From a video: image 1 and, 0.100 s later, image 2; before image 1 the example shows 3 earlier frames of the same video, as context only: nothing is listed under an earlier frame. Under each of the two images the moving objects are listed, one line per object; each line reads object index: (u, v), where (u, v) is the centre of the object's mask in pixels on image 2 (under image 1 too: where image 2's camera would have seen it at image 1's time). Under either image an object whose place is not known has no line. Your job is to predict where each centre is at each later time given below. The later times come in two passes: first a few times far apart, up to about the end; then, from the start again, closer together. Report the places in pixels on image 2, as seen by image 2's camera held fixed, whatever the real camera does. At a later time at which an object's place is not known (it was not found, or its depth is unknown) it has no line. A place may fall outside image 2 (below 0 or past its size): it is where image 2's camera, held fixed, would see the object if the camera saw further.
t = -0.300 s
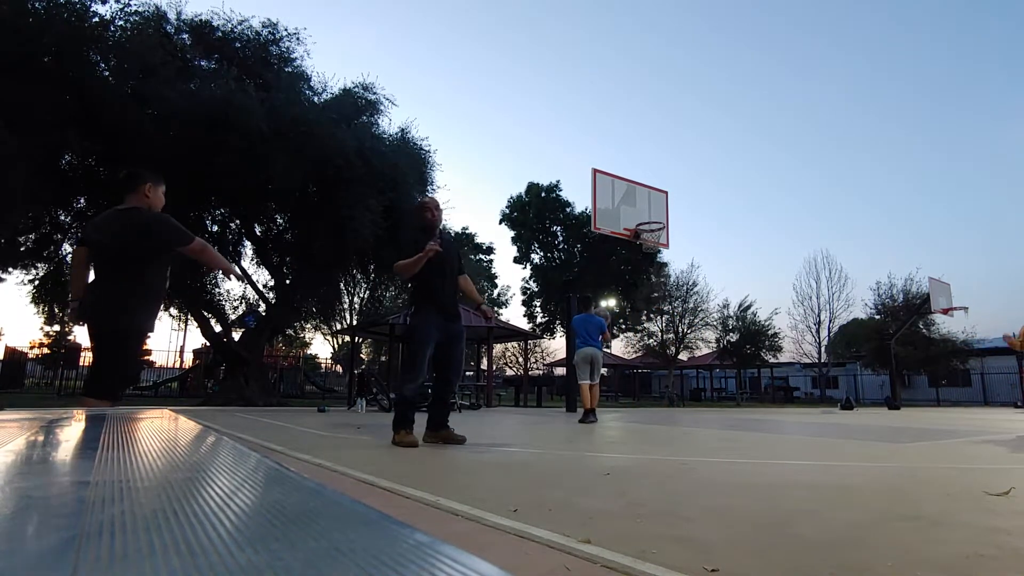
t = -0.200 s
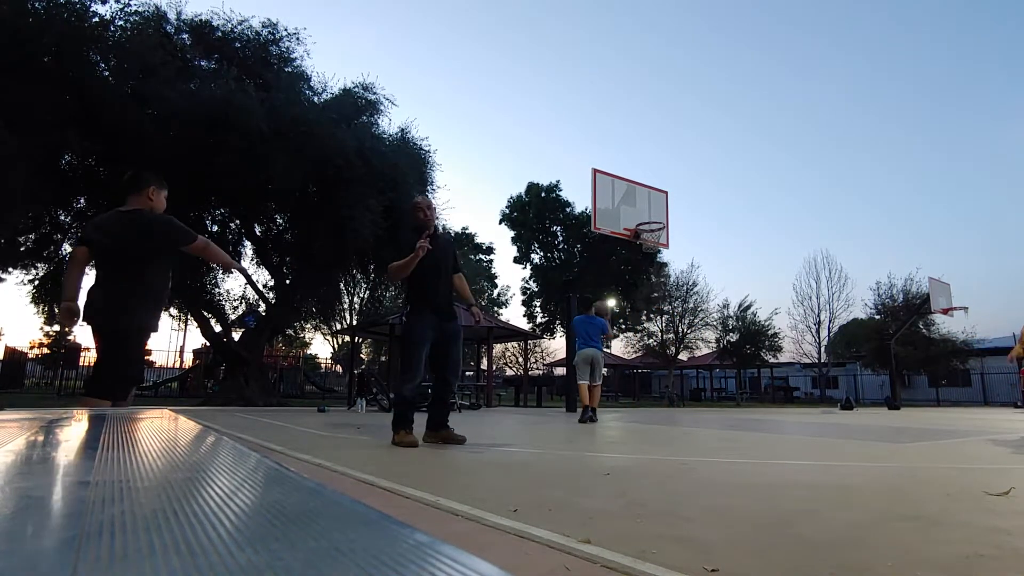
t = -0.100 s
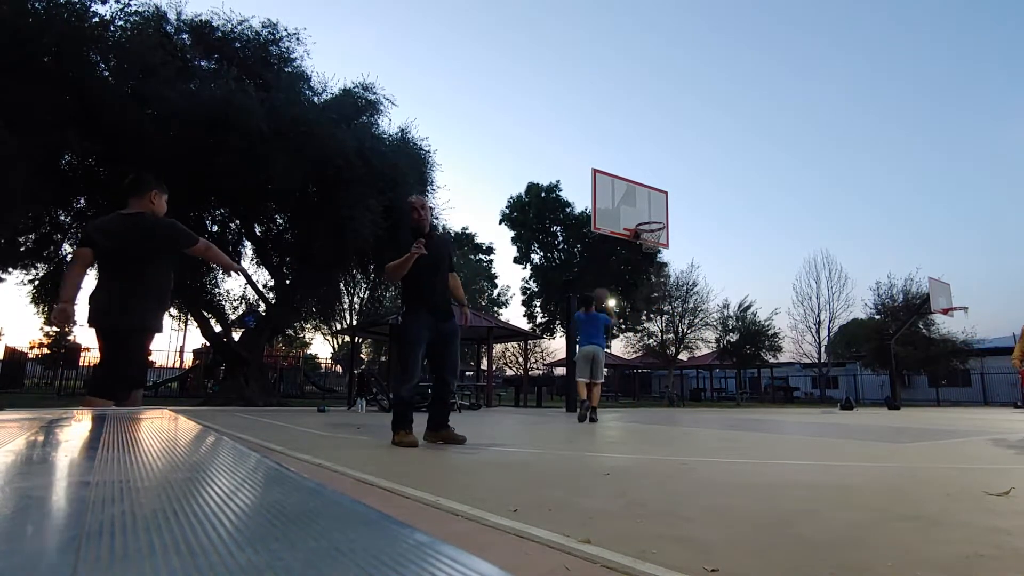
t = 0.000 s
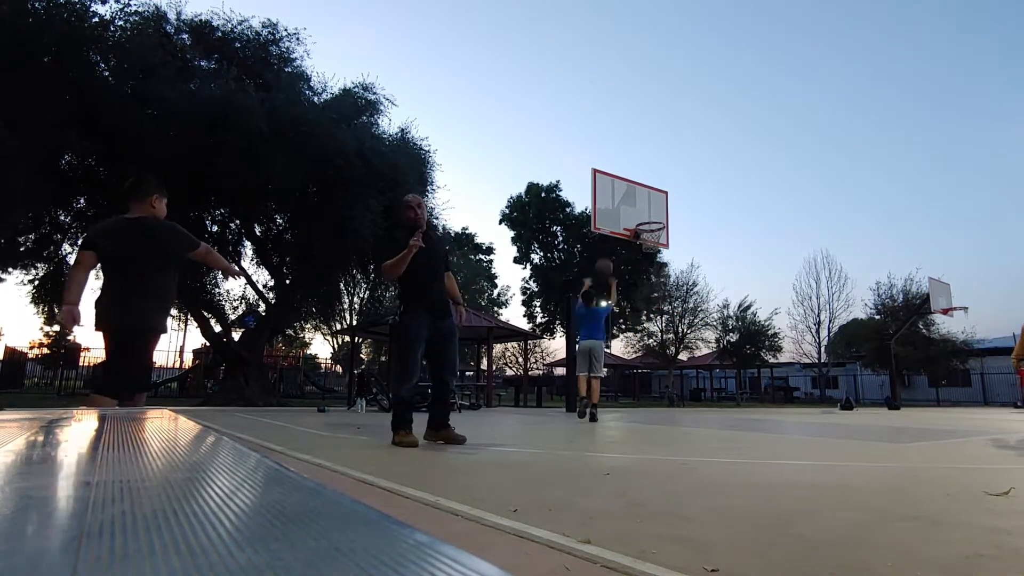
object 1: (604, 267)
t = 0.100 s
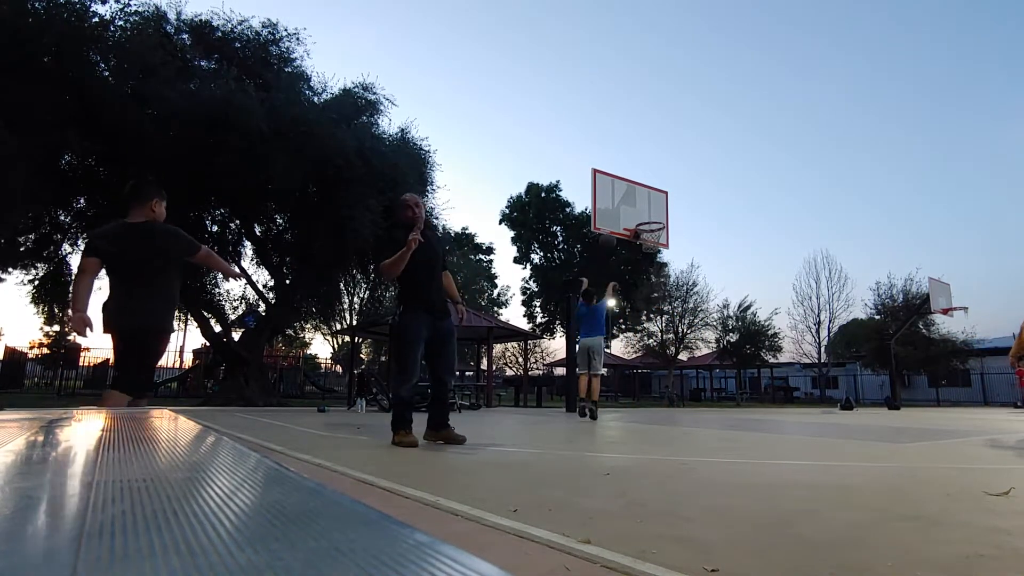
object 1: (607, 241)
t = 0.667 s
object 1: (652, 216)
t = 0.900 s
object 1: (657, 222)
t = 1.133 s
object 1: (649, 224)
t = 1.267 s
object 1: (645, 226)
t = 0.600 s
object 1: (644, 211)
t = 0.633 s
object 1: (649, 215)
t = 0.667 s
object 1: (652, 216)
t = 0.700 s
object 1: (654, 217)
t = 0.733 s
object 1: (656, 217)
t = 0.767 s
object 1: (658, 219)
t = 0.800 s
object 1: (658, 220)
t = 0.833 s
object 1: (658, 220)
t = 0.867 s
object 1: (657, 220)
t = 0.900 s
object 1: (657, 222)
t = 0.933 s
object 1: (656, 222)
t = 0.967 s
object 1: (655, 222)
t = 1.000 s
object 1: (654, 223)
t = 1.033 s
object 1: (653, 223)
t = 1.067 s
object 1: (652, 223)
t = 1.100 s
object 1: (650, 224)
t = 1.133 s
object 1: (649, 224)
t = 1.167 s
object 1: (648, 224)
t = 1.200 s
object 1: (647, 225)
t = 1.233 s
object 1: (646, 226)
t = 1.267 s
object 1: (645, 226)
